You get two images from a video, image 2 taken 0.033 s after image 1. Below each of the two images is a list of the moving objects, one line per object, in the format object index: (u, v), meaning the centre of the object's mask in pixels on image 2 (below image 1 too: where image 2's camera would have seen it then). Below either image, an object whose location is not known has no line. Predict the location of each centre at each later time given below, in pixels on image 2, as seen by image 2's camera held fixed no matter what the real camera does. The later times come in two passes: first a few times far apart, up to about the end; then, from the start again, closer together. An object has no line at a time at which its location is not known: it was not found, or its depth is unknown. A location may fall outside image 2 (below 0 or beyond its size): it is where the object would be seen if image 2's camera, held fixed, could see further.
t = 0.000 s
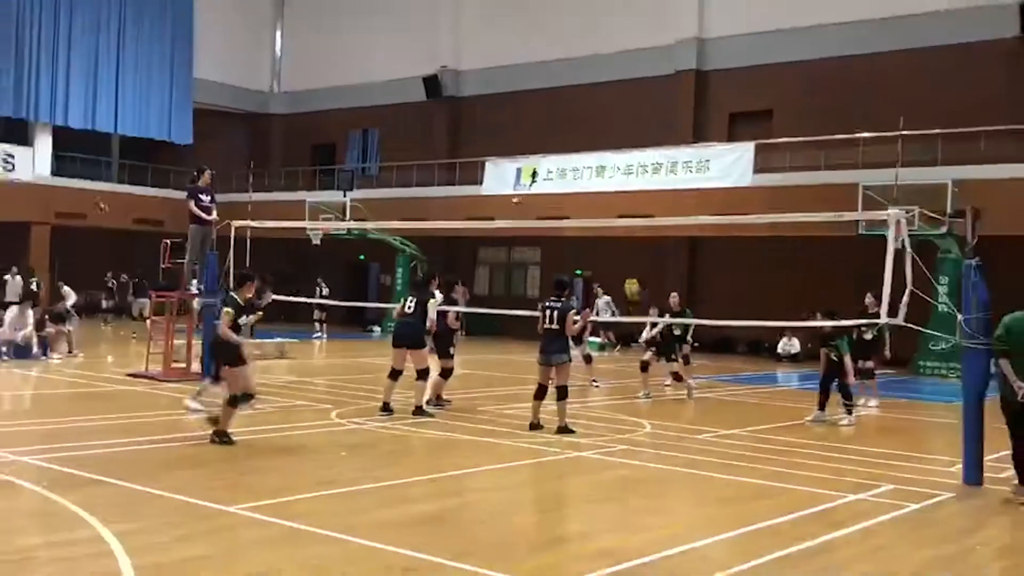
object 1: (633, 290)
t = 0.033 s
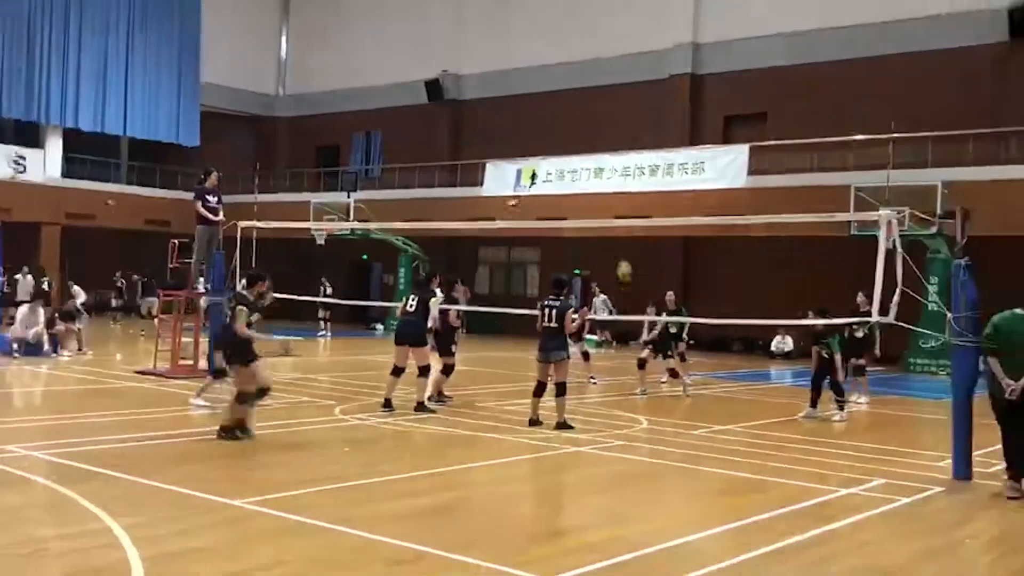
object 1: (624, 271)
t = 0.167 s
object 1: (597, 210)
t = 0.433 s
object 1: (558, 132)
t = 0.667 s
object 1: (519, 98)
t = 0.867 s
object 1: (483, 103)
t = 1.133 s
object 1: (429, 158)
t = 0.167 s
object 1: (597, 210)
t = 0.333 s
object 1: (572, 156)
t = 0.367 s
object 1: (567, 146)
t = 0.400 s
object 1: (562, 138)
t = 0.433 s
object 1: (558, 132)
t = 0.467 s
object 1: (552, 125)
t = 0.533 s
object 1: (541, 113)
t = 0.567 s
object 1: (535, 107)
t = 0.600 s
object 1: (530, 103)
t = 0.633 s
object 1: (525, 100)
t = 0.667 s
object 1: (519, 98)
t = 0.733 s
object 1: (508, 97)
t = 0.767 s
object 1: (502, 97)
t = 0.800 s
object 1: (495, 98)
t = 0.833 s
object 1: (489, 100)
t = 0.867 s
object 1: (483, 103)
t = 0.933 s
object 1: (470, 110)
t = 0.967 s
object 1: (463, 118)
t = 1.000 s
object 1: (457, 124)
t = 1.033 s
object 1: (450, 132)
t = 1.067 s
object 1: (443, 140)
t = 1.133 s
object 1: (429, 158)
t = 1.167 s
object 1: (423, 169)
